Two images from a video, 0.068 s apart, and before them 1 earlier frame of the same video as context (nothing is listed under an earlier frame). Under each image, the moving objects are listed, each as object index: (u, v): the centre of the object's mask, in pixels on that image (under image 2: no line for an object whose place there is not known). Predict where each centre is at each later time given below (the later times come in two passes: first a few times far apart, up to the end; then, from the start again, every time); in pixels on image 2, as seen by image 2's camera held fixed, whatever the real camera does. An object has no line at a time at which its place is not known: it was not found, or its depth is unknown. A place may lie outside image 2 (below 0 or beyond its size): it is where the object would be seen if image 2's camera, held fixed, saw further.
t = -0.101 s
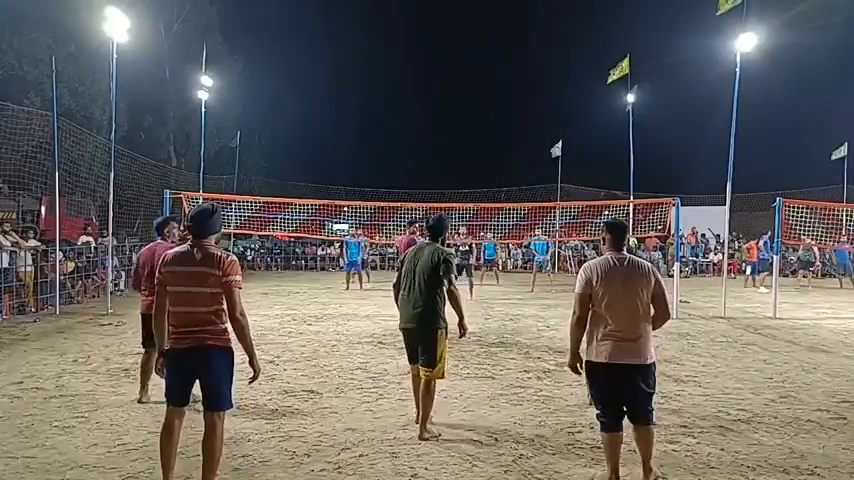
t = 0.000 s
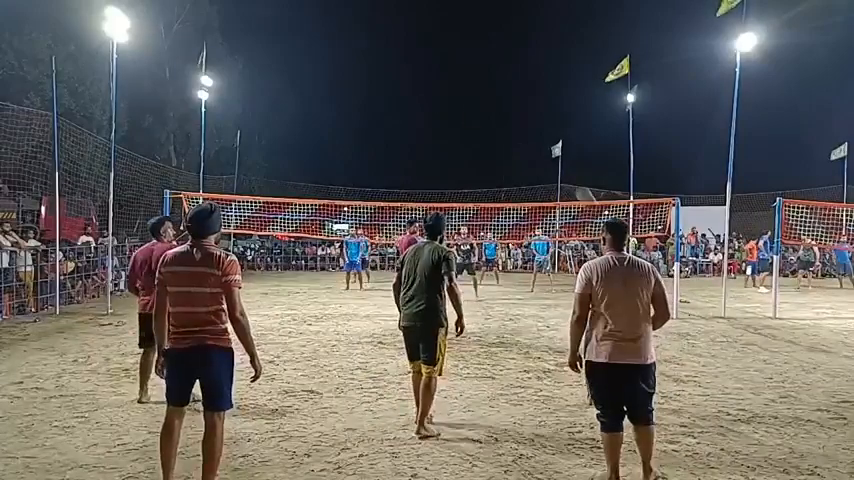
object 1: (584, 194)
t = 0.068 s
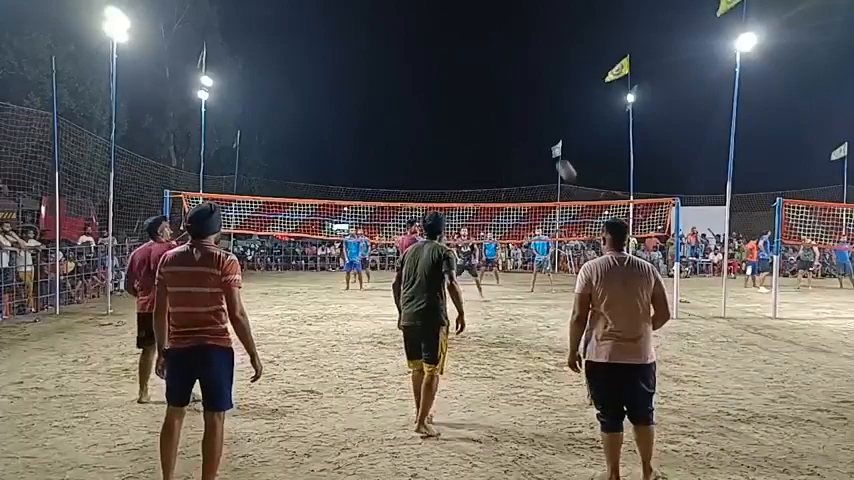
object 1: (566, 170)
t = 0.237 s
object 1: (525, 128)
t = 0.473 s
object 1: (484, 111)
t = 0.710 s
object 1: (454, 126)
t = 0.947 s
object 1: (432, 158)
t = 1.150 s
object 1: (416, 195)
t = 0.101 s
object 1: (557, 158)
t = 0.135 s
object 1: (546, 148)
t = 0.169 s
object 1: (540, 140)
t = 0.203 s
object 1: (533, 134)
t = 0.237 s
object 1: (525, 128)
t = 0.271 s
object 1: (518, 122)
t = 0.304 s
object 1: (512, 119)
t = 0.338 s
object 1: (505, 115)
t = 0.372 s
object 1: (500, 113)
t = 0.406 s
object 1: (495, 112)
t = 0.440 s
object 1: (489, 111)
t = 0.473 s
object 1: (484, 111)
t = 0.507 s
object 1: (480, 112)
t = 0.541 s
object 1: (475, 113)
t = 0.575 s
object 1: (470, 115)
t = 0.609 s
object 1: (466, 117)
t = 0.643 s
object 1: (462, 119)
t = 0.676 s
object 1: (458, 122)
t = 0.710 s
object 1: (454, 126)
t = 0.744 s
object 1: (450, 130)
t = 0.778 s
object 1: (447, 134)
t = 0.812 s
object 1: (444, 138)
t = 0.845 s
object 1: (441, 142)
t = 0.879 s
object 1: (438, 147)
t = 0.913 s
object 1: (435, 152)
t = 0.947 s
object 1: (432, 158)
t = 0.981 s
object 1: (429, 163)
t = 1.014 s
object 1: (426, 170)
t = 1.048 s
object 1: (424, 175)
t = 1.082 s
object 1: (421, 181)
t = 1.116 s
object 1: (419, 188)
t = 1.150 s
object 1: (416, 195)
